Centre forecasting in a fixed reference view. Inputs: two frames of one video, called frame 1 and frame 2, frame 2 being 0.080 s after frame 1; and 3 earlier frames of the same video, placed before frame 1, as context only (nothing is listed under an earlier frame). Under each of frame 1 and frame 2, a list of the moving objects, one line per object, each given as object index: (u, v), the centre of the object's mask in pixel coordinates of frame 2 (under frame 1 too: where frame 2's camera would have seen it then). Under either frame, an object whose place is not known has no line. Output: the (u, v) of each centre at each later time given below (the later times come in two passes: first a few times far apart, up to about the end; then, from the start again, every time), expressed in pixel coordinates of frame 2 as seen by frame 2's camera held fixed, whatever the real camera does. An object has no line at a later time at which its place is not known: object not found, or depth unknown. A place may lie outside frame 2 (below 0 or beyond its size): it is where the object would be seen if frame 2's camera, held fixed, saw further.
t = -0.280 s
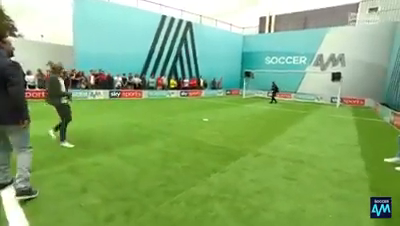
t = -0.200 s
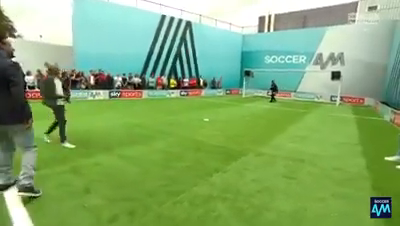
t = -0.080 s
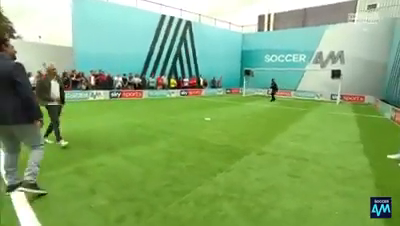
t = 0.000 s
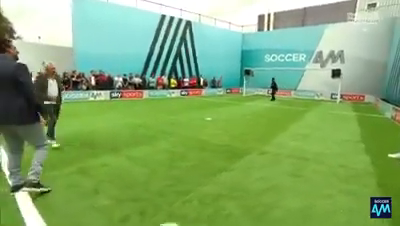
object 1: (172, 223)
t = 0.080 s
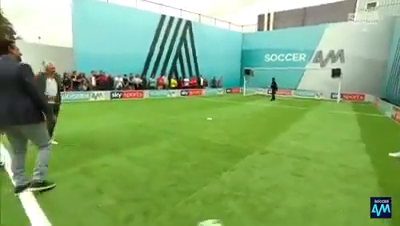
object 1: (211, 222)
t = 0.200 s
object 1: (252, 211)
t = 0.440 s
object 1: (314, 195)
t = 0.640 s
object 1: (347, 183)
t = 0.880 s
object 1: (382, 172)
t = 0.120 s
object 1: (225, 220)
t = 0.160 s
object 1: (236, 215)
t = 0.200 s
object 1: (252, 211)
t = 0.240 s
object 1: (261, 210)
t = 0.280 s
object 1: (275, 207)
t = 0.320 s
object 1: (286, 207)
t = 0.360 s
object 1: (296, 202)
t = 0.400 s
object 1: (305, 199)
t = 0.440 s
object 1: (314, 195)
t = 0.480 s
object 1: (321, 195)
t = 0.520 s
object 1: (329, 191)
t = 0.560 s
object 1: (335, 187)
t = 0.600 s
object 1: (341, 185)
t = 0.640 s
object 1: (347, 183)
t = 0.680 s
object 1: (354, 182)
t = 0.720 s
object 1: (360, 179)
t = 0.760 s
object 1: (366, 177)
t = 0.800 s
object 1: (373, 177)
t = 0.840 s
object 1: (377, 174)
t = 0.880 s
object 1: (382, 172)
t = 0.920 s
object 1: (388, 171)
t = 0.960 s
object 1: (391, 171)
